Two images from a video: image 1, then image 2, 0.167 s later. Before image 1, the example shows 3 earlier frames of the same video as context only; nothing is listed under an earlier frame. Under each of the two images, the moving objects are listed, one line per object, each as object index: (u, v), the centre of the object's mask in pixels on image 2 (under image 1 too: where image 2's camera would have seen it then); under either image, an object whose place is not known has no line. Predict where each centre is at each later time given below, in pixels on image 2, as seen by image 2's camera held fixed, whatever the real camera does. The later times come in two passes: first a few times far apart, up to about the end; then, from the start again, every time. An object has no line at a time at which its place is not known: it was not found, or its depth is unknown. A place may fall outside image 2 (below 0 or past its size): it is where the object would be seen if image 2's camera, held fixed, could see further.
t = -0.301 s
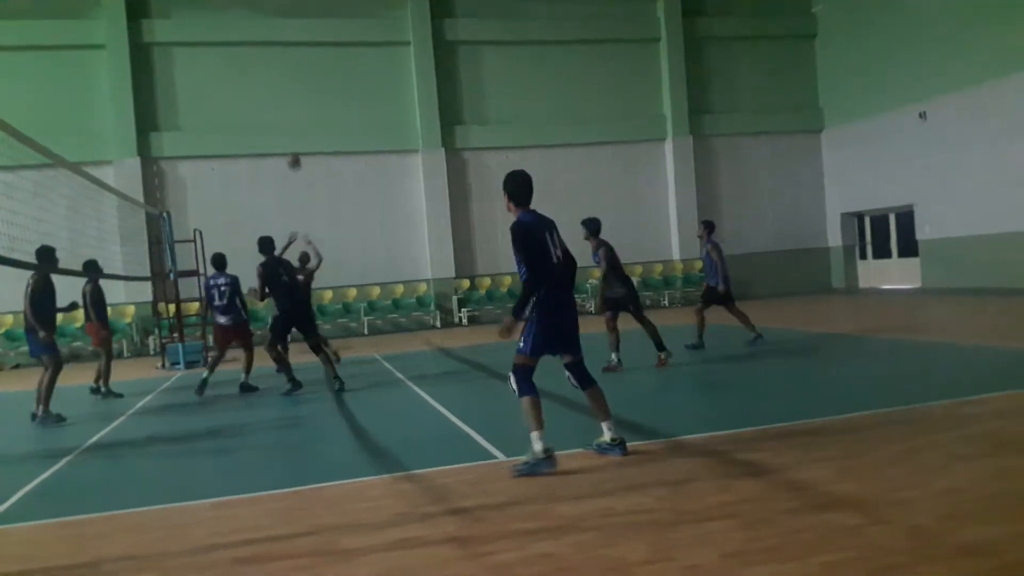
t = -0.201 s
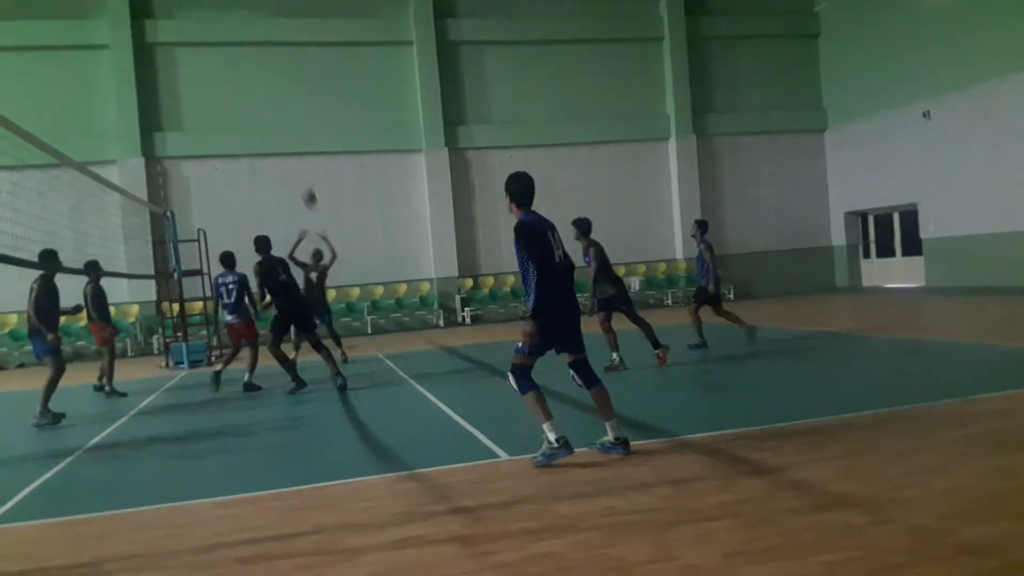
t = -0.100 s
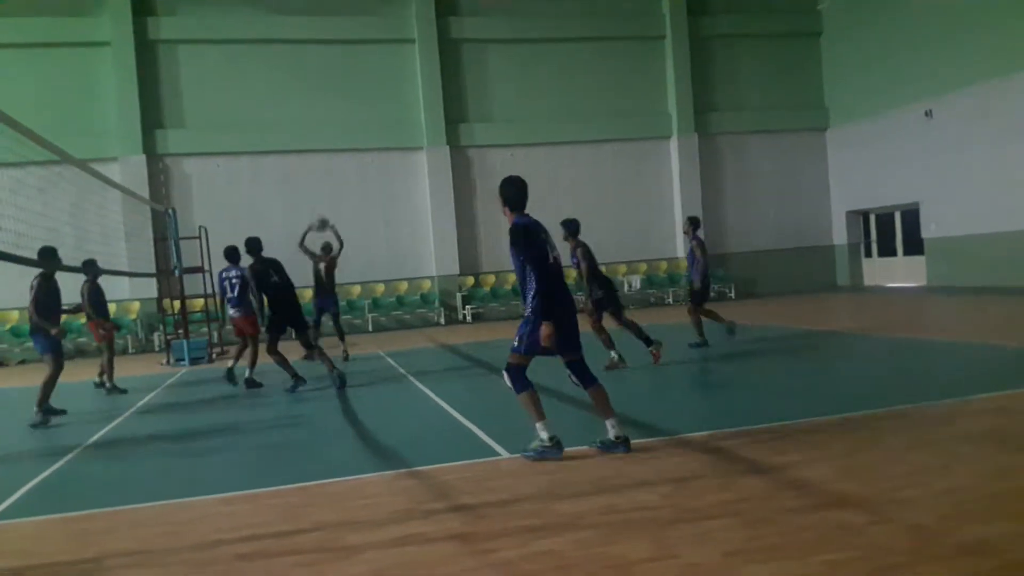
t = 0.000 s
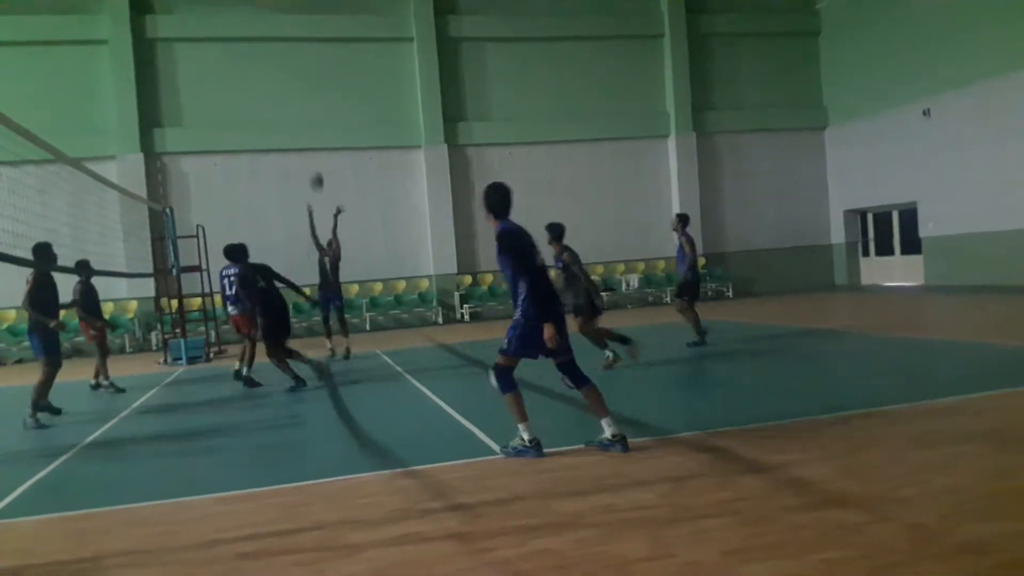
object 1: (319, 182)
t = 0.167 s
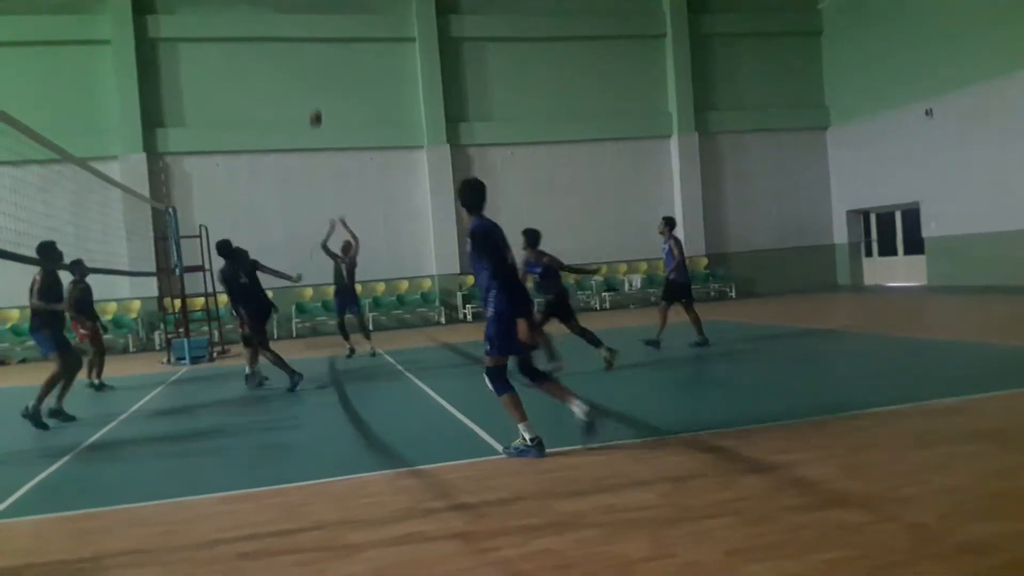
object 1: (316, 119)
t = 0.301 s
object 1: (314, 80)
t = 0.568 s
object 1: (312, 37)
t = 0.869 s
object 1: (317, 54)
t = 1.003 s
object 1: (323, 86)
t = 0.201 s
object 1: (315, 108)
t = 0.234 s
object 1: (314, 97)
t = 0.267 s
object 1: (314, 88)
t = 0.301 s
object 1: (314, 80)
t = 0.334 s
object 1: (313, 71)
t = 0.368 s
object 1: (313, 64)
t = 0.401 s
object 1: (312, 59)
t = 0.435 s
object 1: (312, 52)
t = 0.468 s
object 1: (312, 47)
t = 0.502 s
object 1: (312, 43)
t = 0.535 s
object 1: (312, 40)
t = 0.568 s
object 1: (312, 37)
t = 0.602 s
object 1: (312, 35)
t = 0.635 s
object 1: (312, 34)
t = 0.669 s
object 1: (313, 34)
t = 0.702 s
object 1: (313, 35)
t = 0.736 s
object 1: (314, 36)
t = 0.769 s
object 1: (314, 39)
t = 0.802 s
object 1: (315, 42)
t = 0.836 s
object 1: (317, 48)
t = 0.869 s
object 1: (317, 54)
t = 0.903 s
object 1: (318, 60)
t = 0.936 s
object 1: (320, 68)
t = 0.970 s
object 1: (321, 76)
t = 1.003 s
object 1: (323, 86)
